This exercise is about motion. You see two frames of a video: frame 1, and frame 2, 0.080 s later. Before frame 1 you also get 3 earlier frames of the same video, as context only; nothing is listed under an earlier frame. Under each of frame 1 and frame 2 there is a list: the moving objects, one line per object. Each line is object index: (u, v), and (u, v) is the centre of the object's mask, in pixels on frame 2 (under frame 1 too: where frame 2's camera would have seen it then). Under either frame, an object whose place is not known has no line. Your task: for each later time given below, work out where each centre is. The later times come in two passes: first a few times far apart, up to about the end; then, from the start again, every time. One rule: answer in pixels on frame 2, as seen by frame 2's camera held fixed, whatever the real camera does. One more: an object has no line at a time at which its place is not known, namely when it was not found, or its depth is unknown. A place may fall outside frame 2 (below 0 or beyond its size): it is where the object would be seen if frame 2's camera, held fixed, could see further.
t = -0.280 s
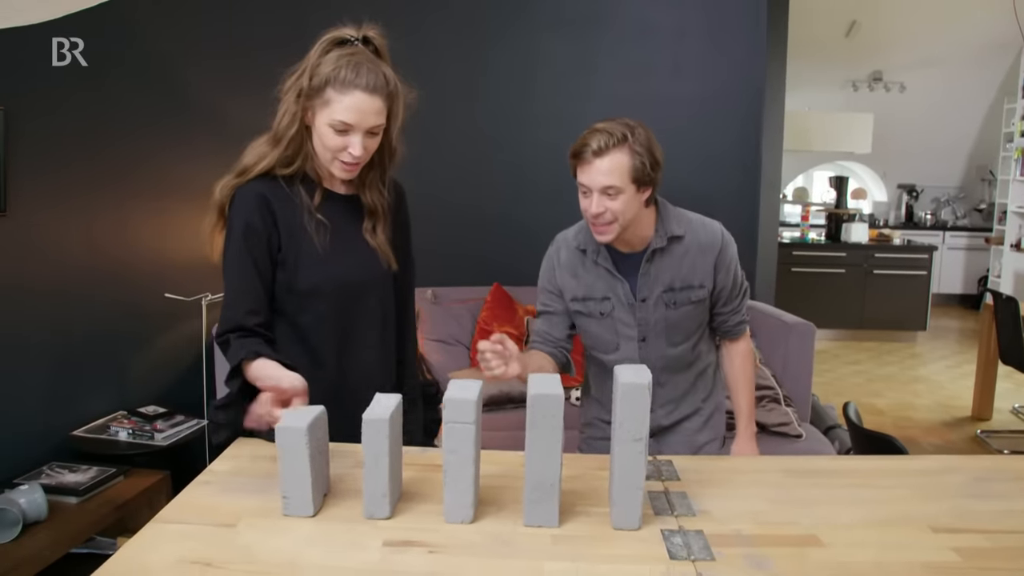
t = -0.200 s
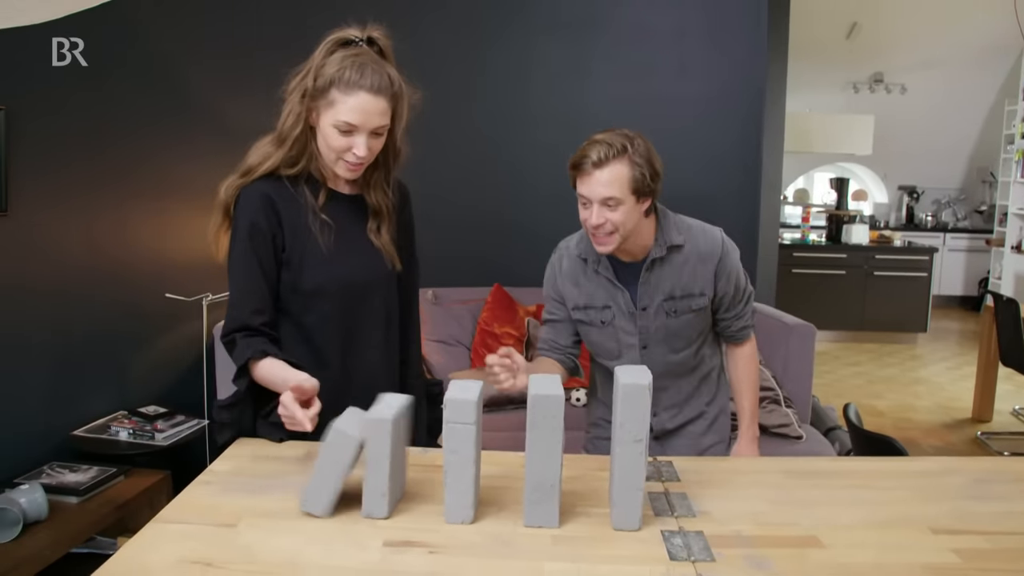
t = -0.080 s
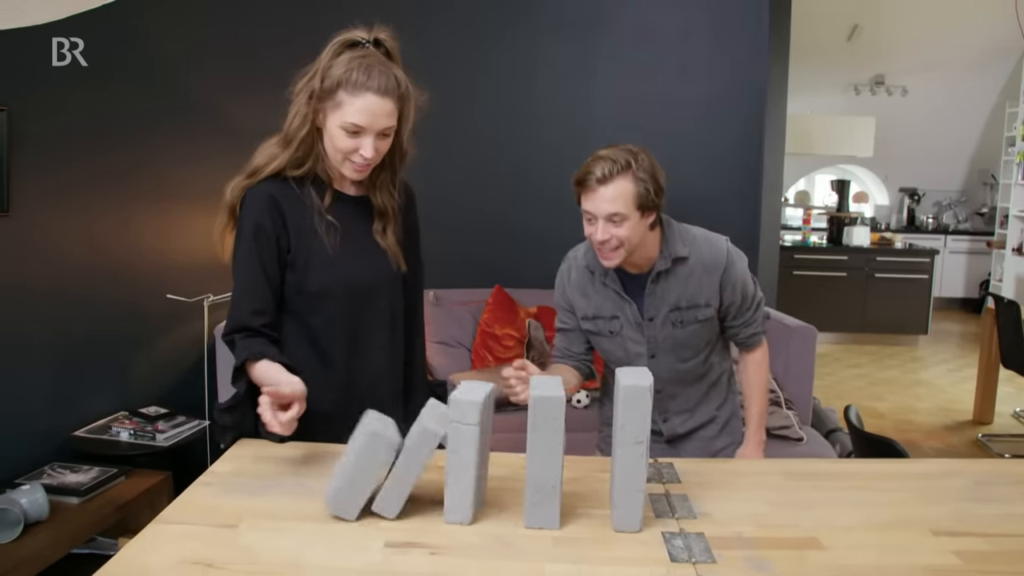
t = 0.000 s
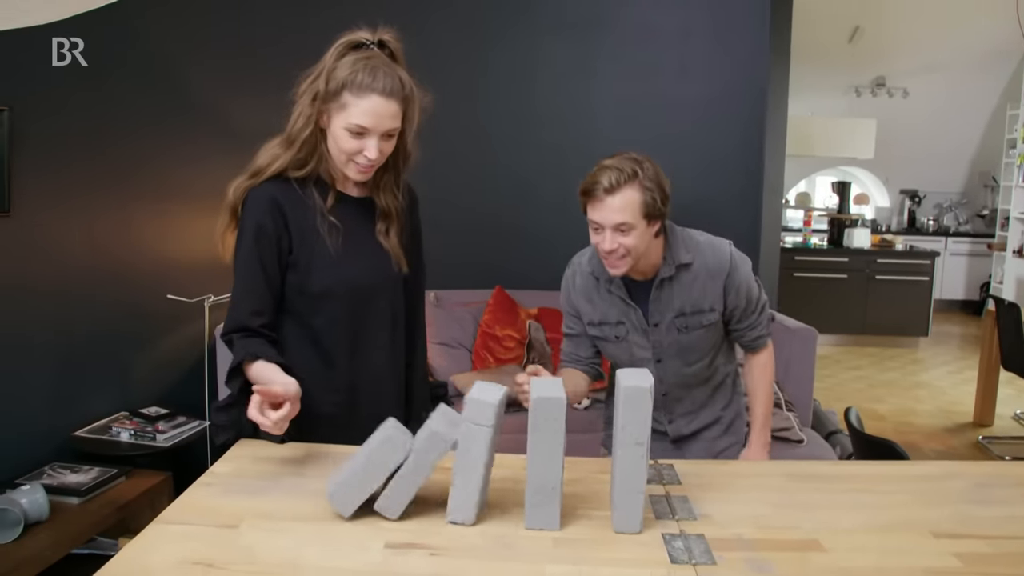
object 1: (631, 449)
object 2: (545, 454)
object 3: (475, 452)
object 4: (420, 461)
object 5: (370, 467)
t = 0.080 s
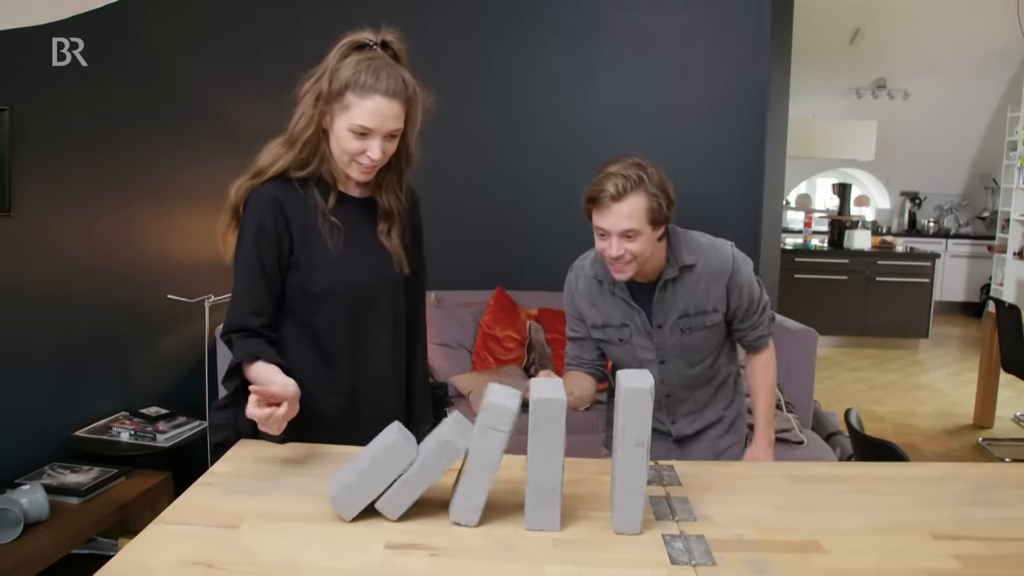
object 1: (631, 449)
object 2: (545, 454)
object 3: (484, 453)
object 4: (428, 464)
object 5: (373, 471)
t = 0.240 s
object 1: (631, 449)
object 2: (555, 454)
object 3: (498, 456)
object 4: (436, 469)
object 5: (377, 473)
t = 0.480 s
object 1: (637, 450)
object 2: (579, 457)
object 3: (517, 463)
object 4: (443, 475)
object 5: (380, 474)
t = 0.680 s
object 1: (673, 454)
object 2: (606, 465)
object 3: (530, 472)
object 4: (446, 479)
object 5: (382, 475)
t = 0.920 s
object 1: (726, 507)
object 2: (641, 473)
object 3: (540, 480)
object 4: (448, 482)
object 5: (383, 474)
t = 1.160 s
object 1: (732, 509)
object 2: (645, 477)
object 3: (541, 481)
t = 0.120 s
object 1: (631, 449)
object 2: (546, 454)
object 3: (489, 455)
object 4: (431, 466)
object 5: (374, 471)
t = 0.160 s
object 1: (631, 449)
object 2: (549, 454)
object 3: (492, 455)
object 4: (433, 467)
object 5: (375, 472)
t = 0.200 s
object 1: (631, 449)
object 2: (552, 454)
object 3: (495, 456)
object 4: (434, 468)
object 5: (376, 473)
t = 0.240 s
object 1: (631, 449)
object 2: (555, 454)
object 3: (498, 456)
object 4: (436, 469)
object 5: (377, 473)
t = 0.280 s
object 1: (631, 449)
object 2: (558, 454)
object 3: (500, 457)
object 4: (437, 470)
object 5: (377, 473)
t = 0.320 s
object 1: (631, 449)
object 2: (561, 454)
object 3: (503, 458)
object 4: (438, 471)
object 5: (377, 473)
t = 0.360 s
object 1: (631, 449)
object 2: (565, 454)
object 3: (507, 459)
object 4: (440, 472)
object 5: (378, 474)
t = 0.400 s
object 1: (631, 449)
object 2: (571, 455)
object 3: (512, 461)
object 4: (441, 473)
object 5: (379, 474)
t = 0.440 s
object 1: (634, 450)
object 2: (575, 456)
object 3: (514, 462)
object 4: (443, 475)
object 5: (380, 474)
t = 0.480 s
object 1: (637, 450)
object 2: (579, 457)
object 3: (517, 463)
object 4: (443, 475)
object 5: (380, 474)
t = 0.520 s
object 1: (642, 450)
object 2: (583, 458)
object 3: (520, 465)
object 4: (444, 476)
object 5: (380, 474)
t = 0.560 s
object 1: (647, 450)
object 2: (587, 459)
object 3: (522, 466)
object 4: (444, 477)
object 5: (380, 475)
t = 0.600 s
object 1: (653, 451)
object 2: (592, 460)
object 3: (524, 468)
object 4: (445, 477)
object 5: (381, 474)
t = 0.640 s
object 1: (662, 452)
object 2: (599, 462)
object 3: (527, 470)
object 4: (446, 478)
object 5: (381, 475)
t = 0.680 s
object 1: (673, 454)
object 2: (606, 465)
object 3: (530, 472)
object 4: (446, 479)
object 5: (382, 475)
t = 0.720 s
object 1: (688, 458)
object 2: (613, 470)
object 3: (533, 475)
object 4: (447, 480)
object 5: (382, 474)
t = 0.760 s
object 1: (703, 467)
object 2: (619, 476)
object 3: (536, 477)
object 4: (447, 481)
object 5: (382, 474)
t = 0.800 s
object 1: (718, 487)
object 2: (626, 482)
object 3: (538, 479)
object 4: (448, 482)
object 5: (382, 474)
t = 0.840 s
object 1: (725, 508)
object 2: (633, 477)
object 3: (539, 479)
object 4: (448, 482)
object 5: (382, 474)
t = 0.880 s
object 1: (724, 505)
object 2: (638, 471)
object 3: (540, 480)
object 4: (448, 482)
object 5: (382, 474)
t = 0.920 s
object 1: (726, 507)
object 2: (641, 473)
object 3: (540, 480)
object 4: (448, 482)
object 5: (383, 474)
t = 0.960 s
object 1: (731, 509)
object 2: (645, 476)
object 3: (541, 481)
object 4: (448, 482)
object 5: (383, 474)
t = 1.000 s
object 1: (734, 510)
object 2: (648, 478)
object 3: (541, 482)
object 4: (448, 482)
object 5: (383, 474)
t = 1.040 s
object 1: (735, 510)
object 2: (649, 479)
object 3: (541, 482)
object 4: (447, 482)
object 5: (383, 474)
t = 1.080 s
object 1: (734, 510)
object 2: (648, 478)
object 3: (541, 482)
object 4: (448, 483)
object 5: (383, 474)
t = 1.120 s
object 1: (732, 509)
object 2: (645, 477)
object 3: (541, 481)
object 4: (448, 483)
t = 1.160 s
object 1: (732, 509)
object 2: (645, 477)
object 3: (541, 481)
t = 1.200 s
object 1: (732, 509)
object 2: (646, 478)
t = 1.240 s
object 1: (733, 510)
